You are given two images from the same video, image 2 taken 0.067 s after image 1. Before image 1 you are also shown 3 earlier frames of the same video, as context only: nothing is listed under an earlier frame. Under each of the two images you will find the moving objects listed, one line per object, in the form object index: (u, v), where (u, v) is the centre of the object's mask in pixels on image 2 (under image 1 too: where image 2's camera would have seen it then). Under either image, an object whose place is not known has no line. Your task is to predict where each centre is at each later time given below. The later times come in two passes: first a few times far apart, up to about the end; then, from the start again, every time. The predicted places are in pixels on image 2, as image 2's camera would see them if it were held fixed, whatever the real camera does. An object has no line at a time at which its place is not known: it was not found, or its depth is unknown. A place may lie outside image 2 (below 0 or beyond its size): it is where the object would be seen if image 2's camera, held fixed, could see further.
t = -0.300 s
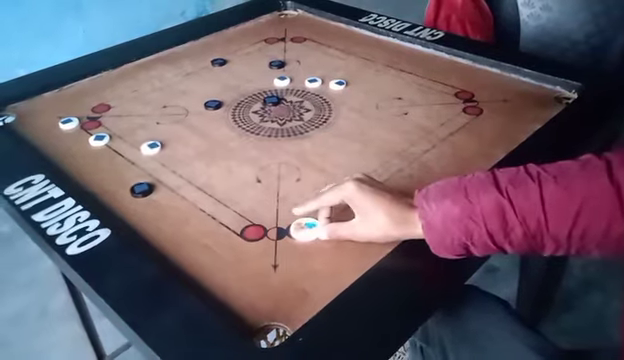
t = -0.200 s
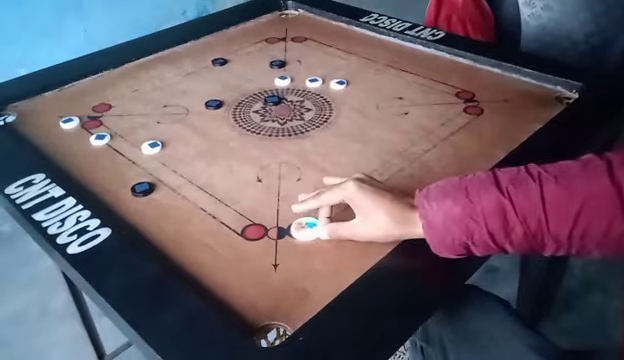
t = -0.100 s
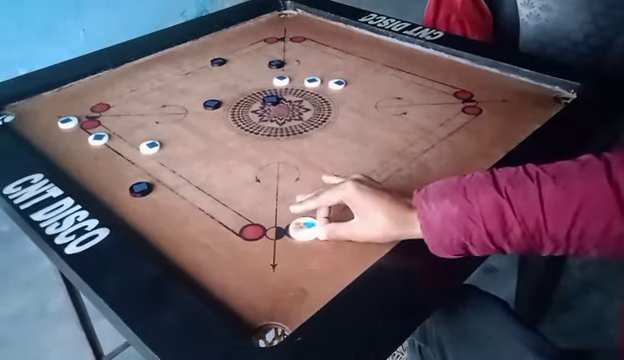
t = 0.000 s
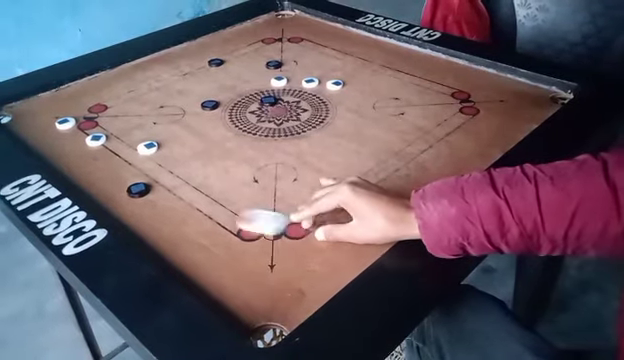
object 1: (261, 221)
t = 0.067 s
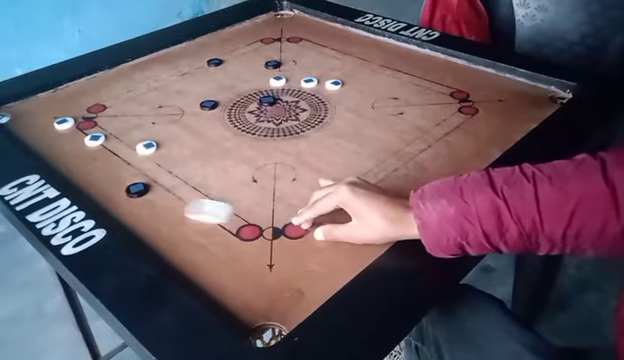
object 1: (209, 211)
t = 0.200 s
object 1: (139, 200)
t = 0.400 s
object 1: (99, 201)
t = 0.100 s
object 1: (185, 206)
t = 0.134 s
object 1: (161, 201)
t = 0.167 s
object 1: (148, 199)
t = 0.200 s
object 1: (139, 200)
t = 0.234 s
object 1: (131, 201)
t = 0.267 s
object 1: (123, 201)
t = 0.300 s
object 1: (116, 202)
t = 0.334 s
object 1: (110, 202)
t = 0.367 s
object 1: (103, 202)
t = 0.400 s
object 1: (99, 201)
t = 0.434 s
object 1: (99, 198)
